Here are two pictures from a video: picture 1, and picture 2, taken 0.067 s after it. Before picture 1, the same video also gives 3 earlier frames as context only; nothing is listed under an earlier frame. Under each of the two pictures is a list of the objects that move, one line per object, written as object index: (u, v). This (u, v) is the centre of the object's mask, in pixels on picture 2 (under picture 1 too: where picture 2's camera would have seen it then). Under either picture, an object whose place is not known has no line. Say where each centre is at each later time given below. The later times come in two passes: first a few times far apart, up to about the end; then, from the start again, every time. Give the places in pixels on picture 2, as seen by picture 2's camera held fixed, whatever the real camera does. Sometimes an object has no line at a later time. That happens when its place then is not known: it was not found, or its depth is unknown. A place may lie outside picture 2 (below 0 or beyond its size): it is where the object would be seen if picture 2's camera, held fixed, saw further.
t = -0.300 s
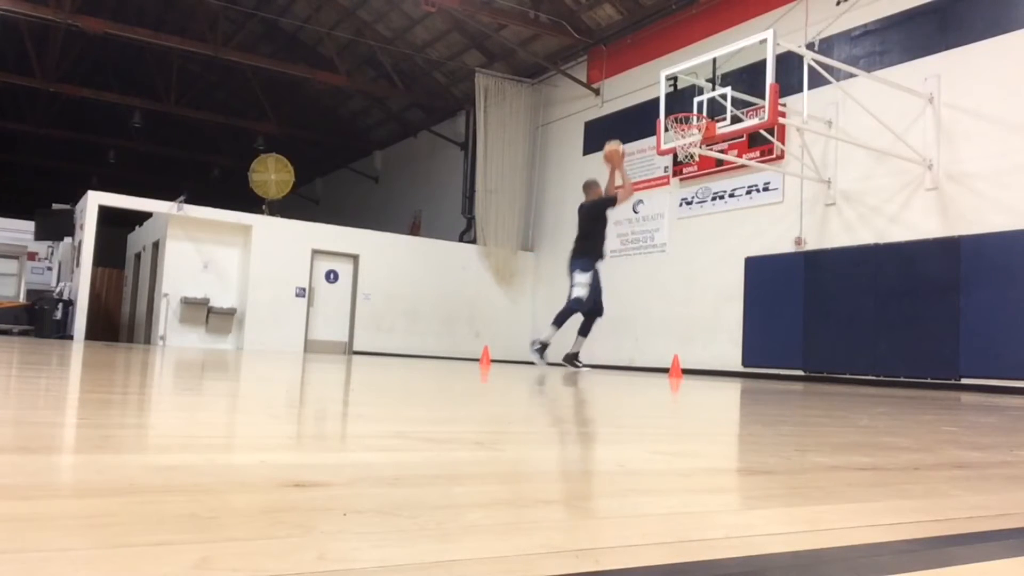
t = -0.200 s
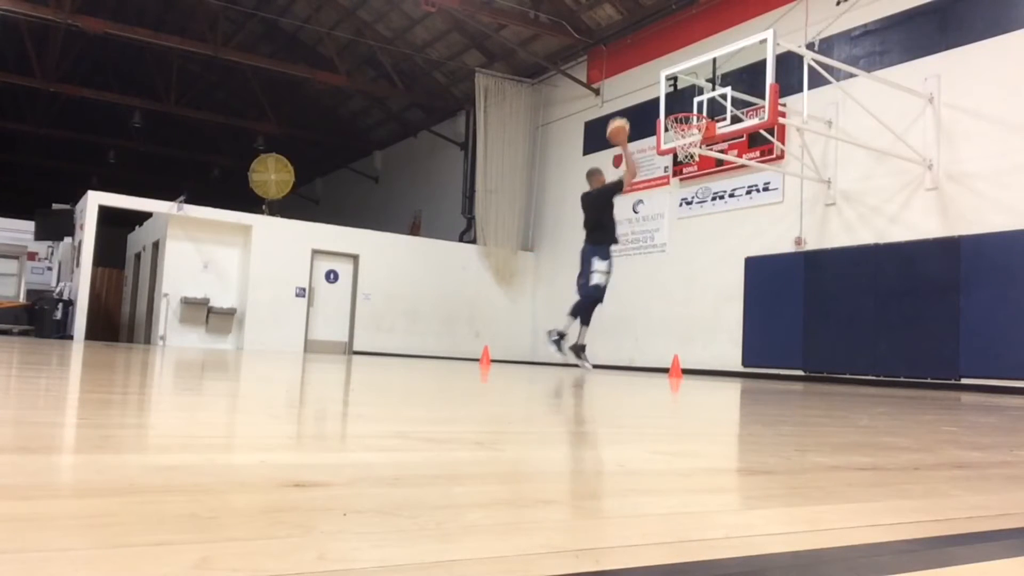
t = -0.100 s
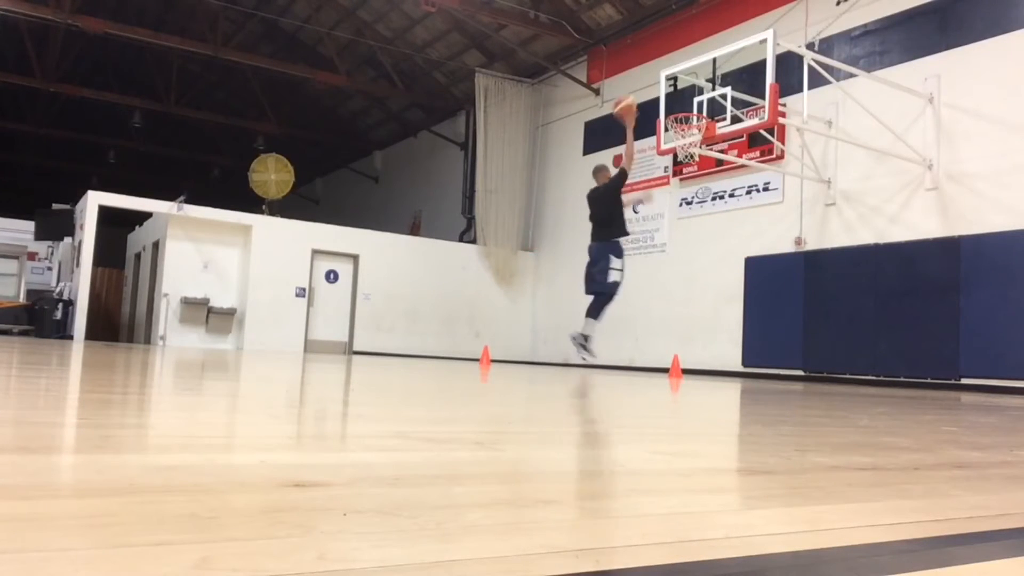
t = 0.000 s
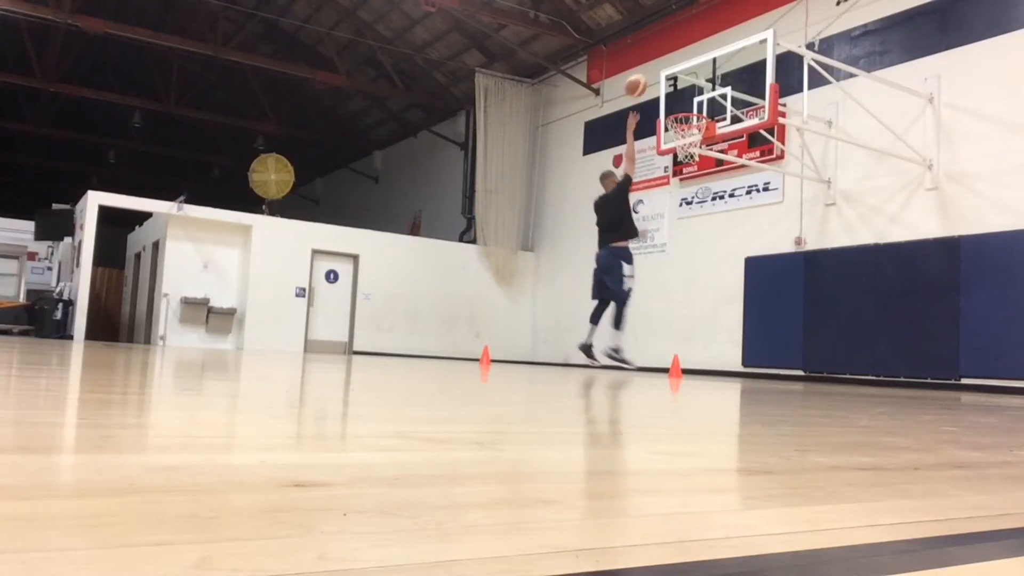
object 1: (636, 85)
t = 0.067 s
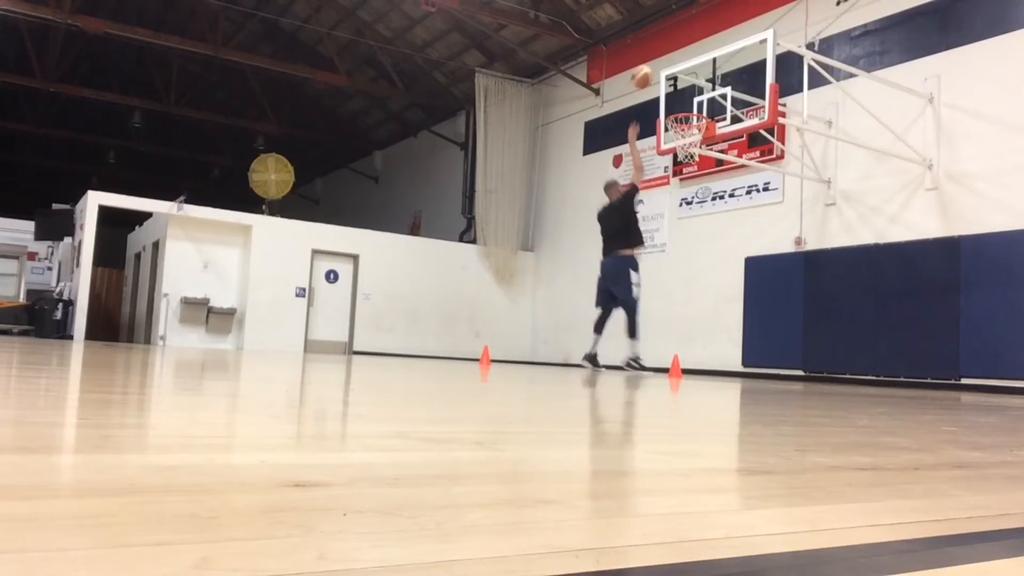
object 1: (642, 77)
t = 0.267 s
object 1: (659, 75)
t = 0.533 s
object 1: (676, 107)
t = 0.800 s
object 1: (688, 129)
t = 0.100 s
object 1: (645, 74)
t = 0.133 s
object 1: (648, 73)
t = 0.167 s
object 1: (651, 72)
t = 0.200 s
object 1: (654, 72)
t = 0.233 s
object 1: (656, 73)
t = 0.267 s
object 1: (659, 75)
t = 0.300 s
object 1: (662, 78)
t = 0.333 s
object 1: (665, 83)
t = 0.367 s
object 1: (668, 87)
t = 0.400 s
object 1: (670, 93)
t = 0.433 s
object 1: (672, 98)
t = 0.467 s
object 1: (674, 105)
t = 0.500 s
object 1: (676, 106)
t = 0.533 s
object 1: (676, 107)
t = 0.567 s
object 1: (678, 108)
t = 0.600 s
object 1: (678, 110)
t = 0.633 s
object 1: (679, 111)
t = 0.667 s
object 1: (679, 113)
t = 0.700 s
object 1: (682, 122)
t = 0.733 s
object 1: (685, 123)
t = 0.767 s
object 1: (687, 125)
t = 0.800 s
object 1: (688, 129)
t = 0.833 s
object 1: (695, 134)
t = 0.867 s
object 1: (698, 145)
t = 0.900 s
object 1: (698, 150)
